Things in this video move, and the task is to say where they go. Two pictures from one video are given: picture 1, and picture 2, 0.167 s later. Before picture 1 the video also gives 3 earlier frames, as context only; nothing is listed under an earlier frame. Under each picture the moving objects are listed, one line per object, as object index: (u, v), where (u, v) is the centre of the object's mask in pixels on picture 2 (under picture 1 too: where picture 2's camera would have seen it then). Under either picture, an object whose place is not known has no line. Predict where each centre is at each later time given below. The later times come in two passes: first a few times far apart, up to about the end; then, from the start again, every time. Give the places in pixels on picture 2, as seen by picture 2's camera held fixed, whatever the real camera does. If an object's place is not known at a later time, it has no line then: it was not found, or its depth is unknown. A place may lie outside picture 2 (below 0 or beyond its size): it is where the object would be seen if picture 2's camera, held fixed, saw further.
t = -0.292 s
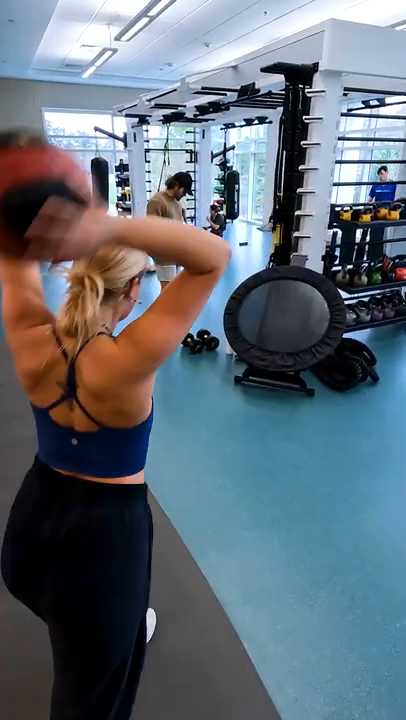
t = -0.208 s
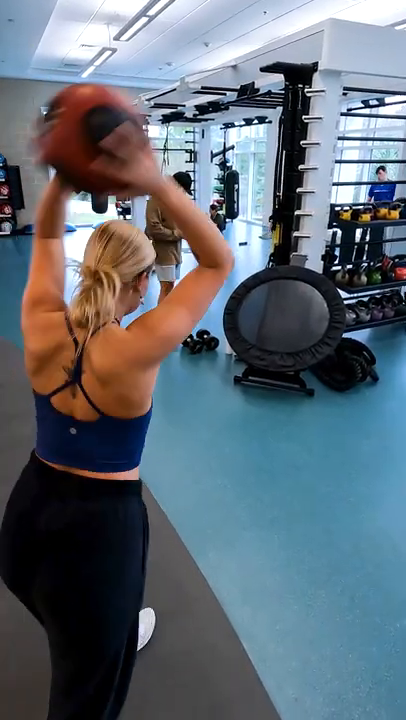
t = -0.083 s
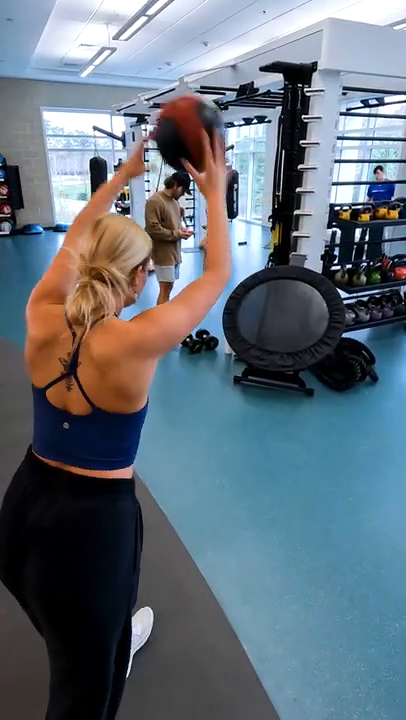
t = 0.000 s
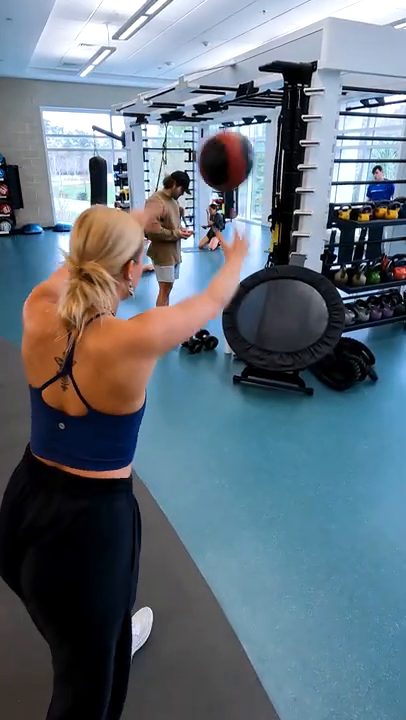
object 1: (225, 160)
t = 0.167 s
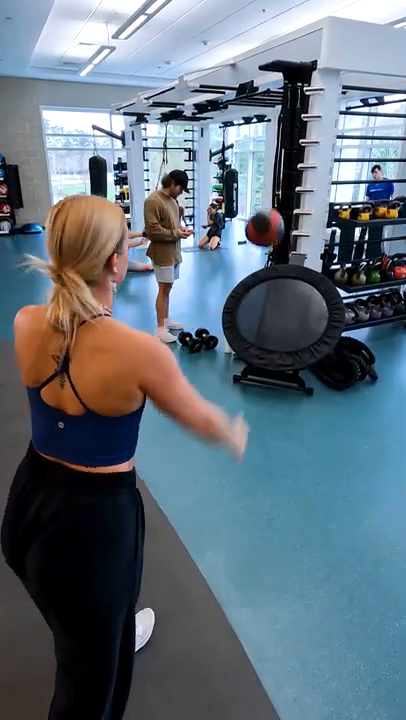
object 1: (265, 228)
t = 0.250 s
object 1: (274, 263)
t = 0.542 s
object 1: (275, 283)
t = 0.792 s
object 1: (229, 236)
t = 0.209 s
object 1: (271, 247)
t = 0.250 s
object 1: (274, 263)
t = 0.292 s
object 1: (278, 280)
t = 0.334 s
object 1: (282, 300)
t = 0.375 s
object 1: (283, 317)
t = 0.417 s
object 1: (284, 324)
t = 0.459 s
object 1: (282, 309)
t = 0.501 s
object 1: (279, 296)
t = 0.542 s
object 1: (275, 283)
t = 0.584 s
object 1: (270, 272)
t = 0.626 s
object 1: (265, 261)
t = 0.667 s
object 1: (258, 252)
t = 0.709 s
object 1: (249, 244)
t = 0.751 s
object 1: (240, 238)
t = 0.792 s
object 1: (229, 236)
